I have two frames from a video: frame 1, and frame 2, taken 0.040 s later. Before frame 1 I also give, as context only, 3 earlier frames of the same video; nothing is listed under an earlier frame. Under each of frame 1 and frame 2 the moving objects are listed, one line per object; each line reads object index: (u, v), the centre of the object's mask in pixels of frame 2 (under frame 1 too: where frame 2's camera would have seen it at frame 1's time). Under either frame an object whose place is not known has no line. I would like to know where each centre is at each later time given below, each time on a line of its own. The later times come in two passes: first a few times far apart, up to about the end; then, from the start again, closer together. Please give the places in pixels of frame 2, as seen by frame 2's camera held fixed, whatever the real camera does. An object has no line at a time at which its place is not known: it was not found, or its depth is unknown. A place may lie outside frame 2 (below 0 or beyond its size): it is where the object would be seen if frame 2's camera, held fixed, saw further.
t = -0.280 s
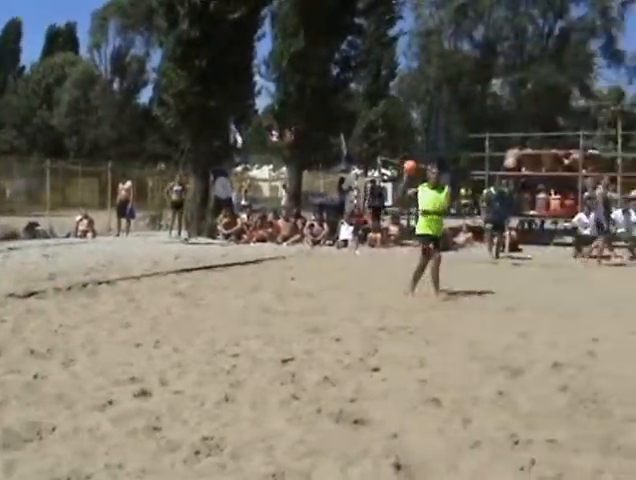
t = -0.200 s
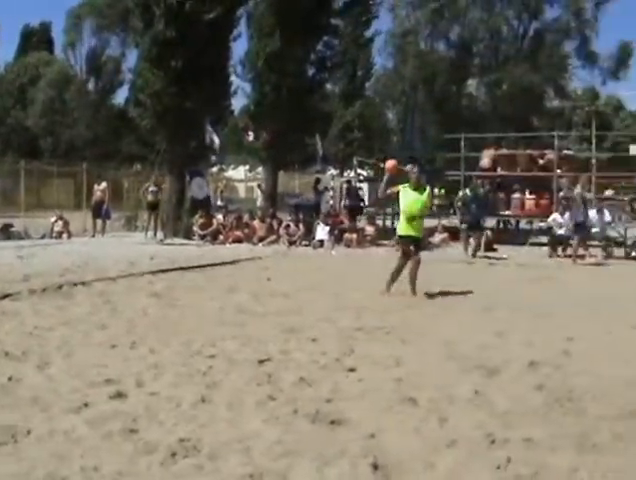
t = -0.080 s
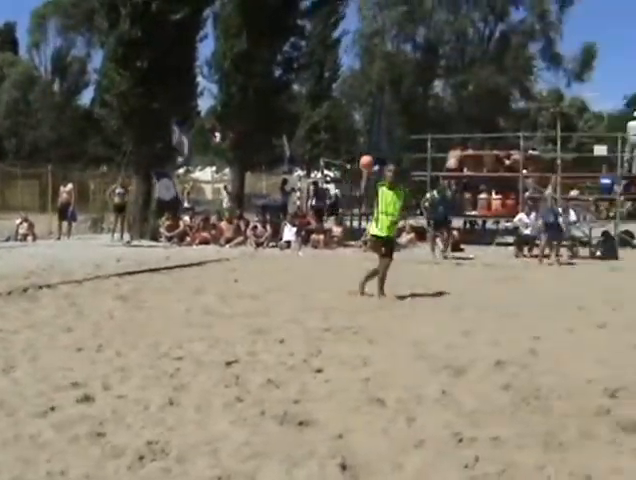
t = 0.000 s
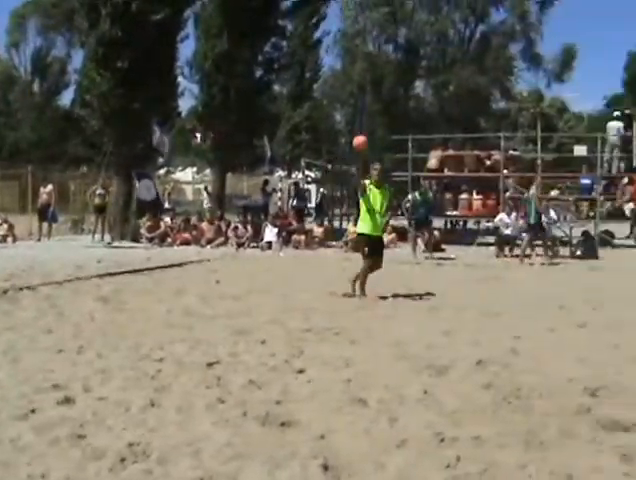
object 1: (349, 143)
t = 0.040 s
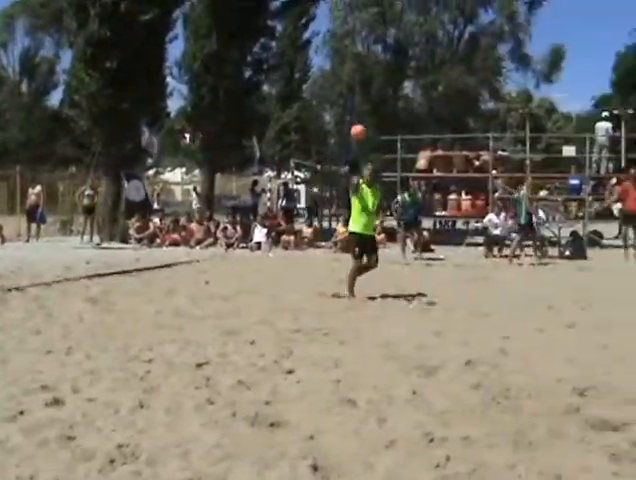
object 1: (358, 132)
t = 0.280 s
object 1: (432, 81)
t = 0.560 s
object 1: (609, 96)
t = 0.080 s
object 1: (367, 120)
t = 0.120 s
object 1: (377, 111)
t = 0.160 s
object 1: (389, 102)
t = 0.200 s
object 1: (401, 93)
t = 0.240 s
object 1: (415, 87)
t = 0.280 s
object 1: (432, 81)
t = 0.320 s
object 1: (449, 76)
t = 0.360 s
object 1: (467, 73)
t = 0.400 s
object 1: (489, 71)
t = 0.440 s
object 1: (513, 75)
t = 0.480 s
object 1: (542, 79)
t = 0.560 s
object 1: (609, 96)
